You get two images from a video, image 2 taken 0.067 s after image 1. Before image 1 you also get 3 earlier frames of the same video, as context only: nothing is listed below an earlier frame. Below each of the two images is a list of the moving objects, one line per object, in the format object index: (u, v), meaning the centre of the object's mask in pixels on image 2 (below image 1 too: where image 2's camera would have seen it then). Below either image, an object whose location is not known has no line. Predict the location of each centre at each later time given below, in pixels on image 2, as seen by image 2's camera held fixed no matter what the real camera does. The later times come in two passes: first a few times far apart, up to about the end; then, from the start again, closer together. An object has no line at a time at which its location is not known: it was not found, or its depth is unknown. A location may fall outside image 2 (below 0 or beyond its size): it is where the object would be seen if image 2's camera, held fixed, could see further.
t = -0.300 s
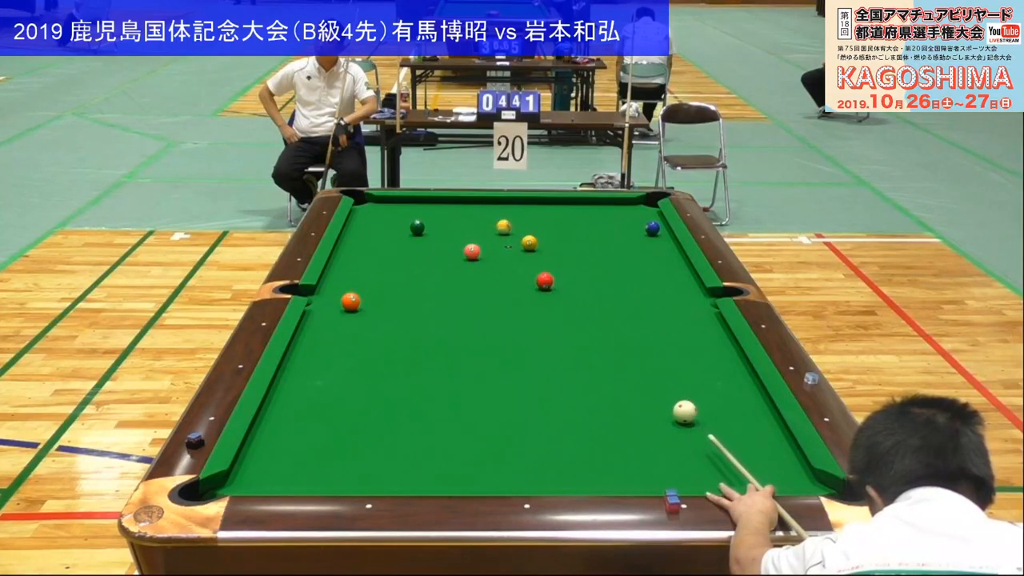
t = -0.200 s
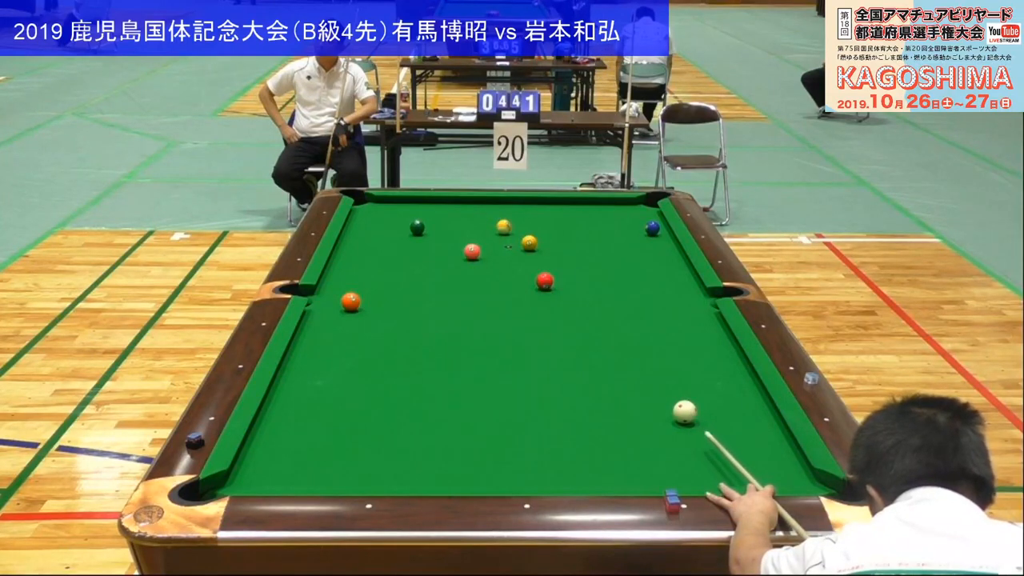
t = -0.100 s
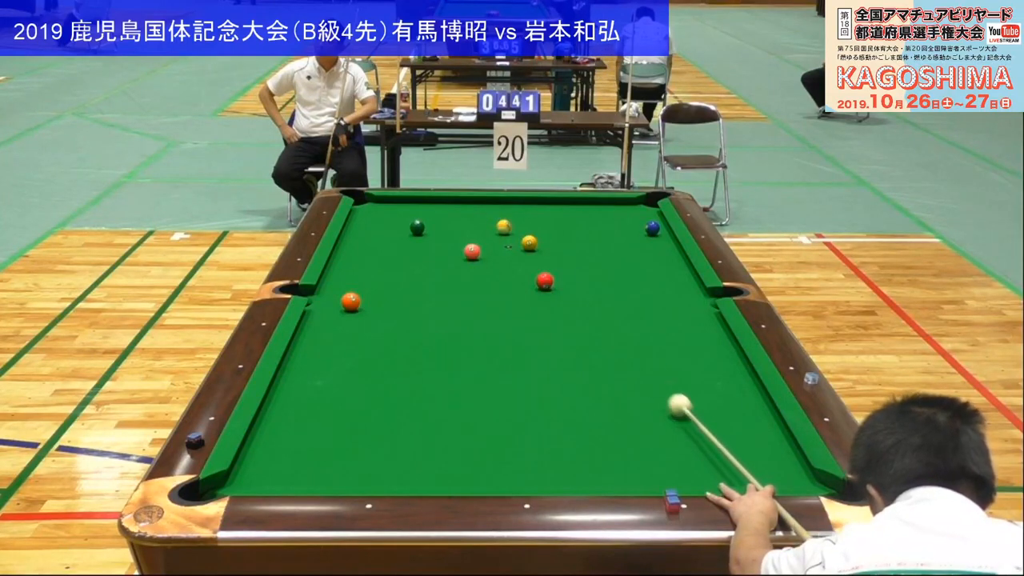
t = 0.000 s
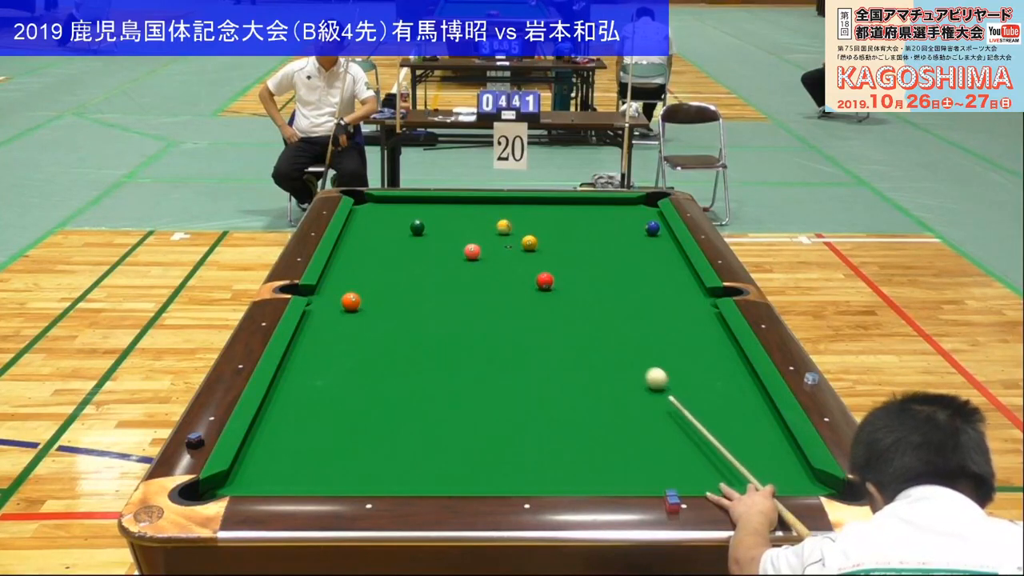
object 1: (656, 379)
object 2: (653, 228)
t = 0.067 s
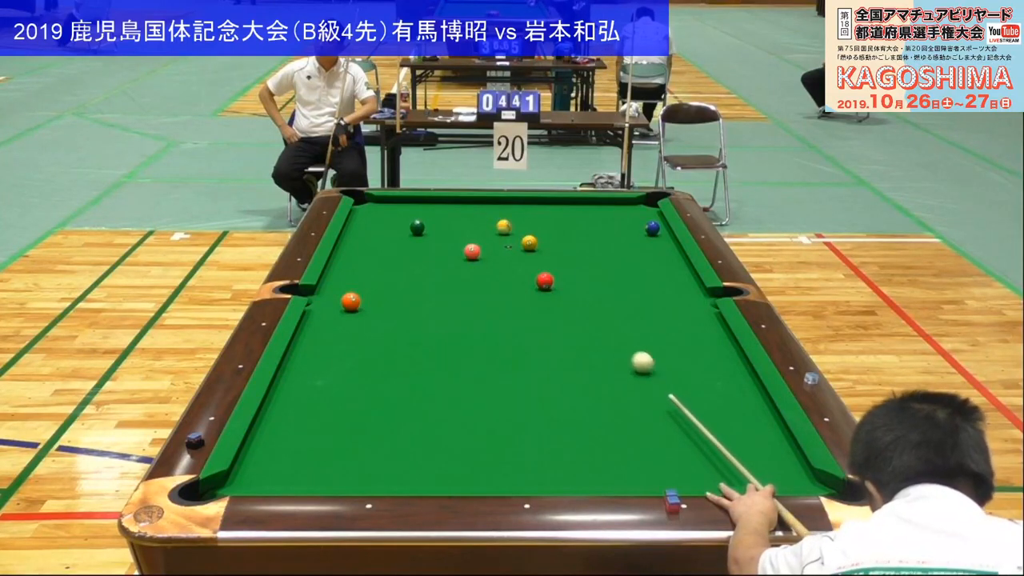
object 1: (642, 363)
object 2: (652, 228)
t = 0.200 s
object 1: (617, 334)
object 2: (652, 228)
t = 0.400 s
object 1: (585, 297)
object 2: (652, 228)
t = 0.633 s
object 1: (554, 261)
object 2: (652, 228)
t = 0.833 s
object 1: (553, 241)
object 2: (652, 228)
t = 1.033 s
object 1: (570, 228)
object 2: (652, 228)
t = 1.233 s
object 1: (585, 215)
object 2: (653, 228)
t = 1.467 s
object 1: (600, 202)
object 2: (653, 228)
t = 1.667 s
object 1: (611, 206)
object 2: (653, 228)
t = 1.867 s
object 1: (622, 211)
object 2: (653, 228)
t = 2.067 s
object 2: (653, 228)
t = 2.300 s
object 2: (653, 229)
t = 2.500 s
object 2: (656, 231)
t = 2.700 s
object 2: (660, 234)
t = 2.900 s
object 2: (665, 238)
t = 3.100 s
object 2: (669, 240)
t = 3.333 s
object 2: (672, 244)
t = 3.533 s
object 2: (672, 246)
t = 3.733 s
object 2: (673, 249)
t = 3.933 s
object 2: (673, 251)
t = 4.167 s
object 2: (673, 253)
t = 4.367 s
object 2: (674, 255)
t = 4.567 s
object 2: (675, 256)
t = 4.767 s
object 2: (676, 257)
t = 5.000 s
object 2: (677, 259)
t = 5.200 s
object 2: (678, 259)
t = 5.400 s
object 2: (679, 260)
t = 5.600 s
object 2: (679, 260)
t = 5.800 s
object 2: (679, 260)
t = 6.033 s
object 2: (679, 260)
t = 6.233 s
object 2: (679, 260)
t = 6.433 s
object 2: (679, 260)
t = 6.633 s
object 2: (679, 260)
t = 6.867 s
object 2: (679, 260)
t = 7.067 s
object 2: (679, 260)
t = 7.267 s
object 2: (679, 260)
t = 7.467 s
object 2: (679, 260)
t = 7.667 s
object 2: (679, 260)
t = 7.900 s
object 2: (679, 260)
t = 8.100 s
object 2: (679, 260)
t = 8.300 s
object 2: (679, 260)
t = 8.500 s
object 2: (679, 260)
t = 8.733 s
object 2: (679, 260)
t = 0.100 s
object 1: (635, 355)
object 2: (652, 228)
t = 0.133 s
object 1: (629, 348)
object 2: (652, 228)
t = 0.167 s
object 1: (623, 340)
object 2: (653, 228)
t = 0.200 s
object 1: (617, 334)
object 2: (652, 228)
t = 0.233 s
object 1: (611, 327)
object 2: (652, 228)
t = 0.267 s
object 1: (605, 320)
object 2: (652, 228)
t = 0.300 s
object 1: (600, 314)
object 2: (652, 228)
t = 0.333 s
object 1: (595, 308)
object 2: (653, 228)
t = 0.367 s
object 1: (590, 302)
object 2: (652, 228)
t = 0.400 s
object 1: (585, 297)
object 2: (652, 228)
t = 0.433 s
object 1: (580, 291)
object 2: (652, 228)
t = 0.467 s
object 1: (575, 286)
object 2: (652, 228)
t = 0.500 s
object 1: (571, 280)
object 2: (652, 228)
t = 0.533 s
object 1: (566, 275)
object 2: (652, 228)
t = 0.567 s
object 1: (562, 270)
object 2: (652, 228)
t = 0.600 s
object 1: (558, 265)
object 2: (652, 228)
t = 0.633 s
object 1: (554, 261)
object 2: (652, 228)
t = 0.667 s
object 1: (550, 257)
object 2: (652, 228)
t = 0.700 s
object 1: (546, 252)
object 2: (652, 228)
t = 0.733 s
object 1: (543, 248)
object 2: (652, 228)
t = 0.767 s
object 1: (544, 245)
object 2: (652, 228)
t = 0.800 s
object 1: (549, 243)
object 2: (652, 228)
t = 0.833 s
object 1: (553, 241)
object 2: (652, 228)
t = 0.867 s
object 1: (557, 239)
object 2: (652, 228)
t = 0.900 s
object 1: (560, 237)
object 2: (652, 228)
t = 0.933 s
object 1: (563, 234)
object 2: (652, 228)
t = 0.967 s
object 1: (565, 232)
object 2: (653, 228)
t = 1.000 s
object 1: (568, 230)
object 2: (653, 228)
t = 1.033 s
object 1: (570, 228)
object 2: (652, 228)
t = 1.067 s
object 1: (573, 225)
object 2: (652, 228)
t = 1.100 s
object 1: (575, 223)
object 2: (653, 228)
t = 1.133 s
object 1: (578, 221)
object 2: (653, 228)
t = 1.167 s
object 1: (580, 219)
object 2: (653, 228)
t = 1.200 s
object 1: (583, 217)
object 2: (653, 228)
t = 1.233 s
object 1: (585, 215)
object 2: (653, 228)
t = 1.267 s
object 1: (587, 213)
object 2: (653, 228)
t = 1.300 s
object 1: (589, 212)
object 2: (653, 228)
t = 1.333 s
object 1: (591, 210)
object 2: (653, 228)
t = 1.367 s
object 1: (594, 208)
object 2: (653, 228)
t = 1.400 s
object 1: (596, 206)
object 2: (653, 228)
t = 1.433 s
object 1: (598, 204)
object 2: (653, 228)
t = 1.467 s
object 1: (600, 202)
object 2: (653, 228)
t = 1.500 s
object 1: (602, 201)
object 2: (653, 228)
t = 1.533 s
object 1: (604, 201)
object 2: (653, 228)
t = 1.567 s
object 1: (606, 203)
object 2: (653, 228)
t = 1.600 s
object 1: (608, 204)
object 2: (653, 228)
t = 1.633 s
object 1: (609, 205)
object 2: (653, 228)
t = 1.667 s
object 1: (611, 206)
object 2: (653, 228)
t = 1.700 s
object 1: (613, 207)
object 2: (653, 228)
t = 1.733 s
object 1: (614, 208)
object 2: (653, 228)
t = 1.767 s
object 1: (616, 208)
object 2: (653, 228)
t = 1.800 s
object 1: (618, 209)
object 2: (653, 228)
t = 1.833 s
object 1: (620, 210)
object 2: (653, 228)
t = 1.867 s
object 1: (622, 211)
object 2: (653, 228)
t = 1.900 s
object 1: (623, 212)
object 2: (653, 228)
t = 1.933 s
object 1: (625, 213)
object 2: (653, 228)
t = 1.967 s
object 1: (627, 214)
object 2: (653, 228)
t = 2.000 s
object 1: (629, 214)
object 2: (653, 228)
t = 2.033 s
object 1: (630, 215)
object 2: (653, 228)
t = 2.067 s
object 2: (653, 228)
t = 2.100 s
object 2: (653, 228)
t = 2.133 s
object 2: (653, 228)
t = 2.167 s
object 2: (653, 228)
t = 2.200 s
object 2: (653, 228)
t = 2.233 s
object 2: (653, 228)
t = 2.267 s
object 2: (653, 228)
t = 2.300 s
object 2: (653, 229)
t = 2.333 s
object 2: (653, 228)
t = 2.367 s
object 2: (653, 228)
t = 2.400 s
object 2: (654, 229)
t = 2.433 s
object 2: (655, 230)
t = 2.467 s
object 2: (655, 230)
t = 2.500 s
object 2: (656, 231)
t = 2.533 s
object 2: (656, 231)
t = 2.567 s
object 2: (657, 232)
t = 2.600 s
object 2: (658, 233)
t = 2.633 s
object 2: (659, 233)
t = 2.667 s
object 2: (660, 234)
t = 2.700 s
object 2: (660, 234)
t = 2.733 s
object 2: (661, 235)
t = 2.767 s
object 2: (662, 235)
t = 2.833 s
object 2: (664, 237)
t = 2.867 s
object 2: (664, 237)
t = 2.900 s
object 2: (665, 238)
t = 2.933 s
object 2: (666, 238)
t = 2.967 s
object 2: (666, 239)
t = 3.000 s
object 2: (667, 239)
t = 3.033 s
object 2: (668, 239)
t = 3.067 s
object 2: (669, 240)
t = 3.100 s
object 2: (669, 240)
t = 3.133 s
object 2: (670, 241)
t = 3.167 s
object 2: (670, 241)
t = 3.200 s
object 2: (671, 242)
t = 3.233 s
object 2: (672, 242)
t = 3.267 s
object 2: (672, 243)
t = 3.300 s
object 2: (672, 243)
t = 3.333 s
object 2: (672, 244)
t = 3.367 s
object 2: (672, 244)
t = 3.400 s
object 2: (672, 244)
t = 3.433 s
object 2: (672, 245)
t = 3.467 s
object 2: (672, 246)
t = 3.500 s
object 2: (672, 246)
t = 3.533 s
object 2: (672, 246)
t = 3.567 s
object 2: (672, 247)
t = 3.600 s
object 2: (670, 247)
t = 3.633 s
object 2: (673, 248)
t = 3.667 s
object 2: (672, 248)
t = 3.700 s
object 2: (672, 248)
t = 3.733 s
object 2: (673, 249)
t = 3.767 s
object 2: (673, 249)
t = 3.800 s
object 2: (673, 249)
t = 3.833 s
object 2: (673, 250)
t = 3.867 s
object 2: (673, 250)
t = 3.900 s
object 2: (673, 250)
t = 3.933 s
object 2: (673, 251)
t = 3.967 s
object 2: (673, 251)
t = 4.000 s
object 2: (673, 251)
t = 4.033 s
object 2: (673, 252)
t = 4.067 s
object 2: (673, 252)
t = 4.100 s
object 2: (673, 252)
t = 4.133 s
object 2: (673, 253)
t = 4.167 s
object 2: (673, 253)
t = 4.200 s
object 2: (674, 253)
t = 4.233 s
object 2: (674, 253)
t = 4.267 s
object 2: (674, 254)
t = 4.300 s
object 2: (674, 254)
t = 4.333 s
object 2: (674, 254)
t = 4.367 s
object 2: (674, 255)
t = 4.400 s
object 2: (674, 255)
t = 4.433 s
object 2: (674, 255)
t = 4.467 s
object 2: (675, 255)
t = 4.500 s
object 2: (675, 256)
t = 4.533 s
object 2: (675, 256)
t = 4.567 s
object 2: (675, 256)
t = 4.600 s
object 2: (675, 256)
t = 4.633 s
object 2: (675, 257)
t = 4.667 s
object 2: (675, 257)
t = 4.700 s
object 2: (675, 257)
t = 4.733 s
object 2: (676, 257)
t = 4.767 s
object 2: (676, 257)
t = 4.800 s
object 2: (676, 257)
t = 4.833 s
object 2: (676, 258)
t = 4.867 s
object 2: (676, 258)
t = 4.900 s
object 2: (676, 258)
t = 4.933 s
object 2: (677, 258)
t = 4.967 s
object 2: (677, 258)
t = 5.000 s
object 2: (677, 259)
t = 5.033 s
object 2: (677, 259)
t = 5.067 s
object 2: (677, 259)
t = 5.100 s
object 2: (677, 259)
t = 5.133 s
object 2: (678, 259)
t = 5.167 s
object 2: (678, 259)
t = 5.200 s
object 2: (678, 259)
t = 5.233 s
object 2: (678, 259)
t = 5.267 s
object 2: (679, 259)
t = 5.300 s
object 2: (679, 259)
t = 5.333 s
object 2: (679, 260)
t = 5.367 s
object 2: (679, 260)
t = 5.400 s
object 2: (679, 260)
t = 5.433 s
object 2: (679, 260)
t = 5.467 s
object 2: (679, 260)
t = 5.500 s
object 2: (679, 260)
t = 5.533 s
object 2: (679, 260)
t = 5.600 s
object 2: (679, 260)
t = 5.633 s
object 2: (679, 260)
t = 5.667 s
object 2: (679, 260)
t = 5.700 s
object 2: (679, 260)
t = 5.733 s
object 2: (679, 260)
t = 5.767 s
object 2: (679, 260)
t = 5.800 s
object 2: (679, 260)
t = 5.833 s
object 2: (679, 260)
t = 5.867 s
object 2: (679, 260)
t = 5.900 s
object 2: (679, 260)
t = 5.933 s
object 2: (679, 260)
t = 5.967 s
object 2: (679, 260)
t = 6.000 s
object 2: (679, 260)
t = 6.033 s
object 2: (679, 260)
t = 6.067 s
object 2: (679, 260)
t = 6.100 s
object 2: (679, 260)
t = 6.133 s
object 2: (679, 260)
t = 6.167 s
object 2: (679, 260)
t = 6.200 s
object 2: (679, 260)
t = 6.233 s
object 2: (679, 260)
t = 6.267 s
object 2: (679, 260)
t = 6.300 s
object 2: (679, 260)
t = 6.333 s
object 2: (679, 260)
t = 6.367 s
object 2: (679, 260)
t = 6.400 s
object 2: (679, 260)
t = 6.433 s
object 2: (679, 260)
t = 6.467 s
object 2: (679, 260)
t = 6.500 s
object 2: (679, 260)
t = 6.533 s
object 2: (679, 260)
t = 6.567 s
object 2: (679, 260)
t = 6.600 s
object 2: (679, 260)
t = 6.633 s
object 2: (679, 260)
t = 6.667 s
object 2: (679, 260)
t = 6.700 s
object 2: (679, 260)
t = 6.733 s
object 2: (679, 260)
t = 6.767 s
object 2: (679, 260)
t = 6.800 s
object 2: (679, 260)
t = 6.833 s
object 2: (679, 260)
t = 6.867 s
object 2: (679, 260)
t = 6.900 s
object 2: (679, 260)
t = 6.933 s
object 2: (679, 260)
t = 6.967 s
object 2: (679, 260)
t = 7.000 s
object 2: (679, 260)
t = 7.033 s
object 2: (679, 260)
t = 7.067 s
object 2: (679, 260)
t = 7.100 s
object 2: (679, 260)
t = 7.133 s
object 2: (679, 260)
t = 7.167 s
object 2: (679, 260)
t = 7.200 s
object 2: (679, 260)
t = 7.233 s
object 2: (679, 260)
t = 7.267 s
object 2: (679, 260)
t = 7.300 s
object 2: (679, 260)
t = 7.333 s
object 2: (679, 260)
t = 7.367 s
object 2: (679, 260)
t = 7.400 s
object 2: (679, 260)
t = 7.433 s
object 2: (679, 260)
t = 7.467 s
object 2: (679, 260)
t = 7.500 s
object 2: (679, 260)
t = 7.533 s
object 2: (679, 260)
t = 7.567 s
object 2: (679, 260)
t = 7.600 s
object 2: (679, 260)
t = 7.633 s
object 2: (679, 260)
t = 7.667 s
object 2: (679, 260)
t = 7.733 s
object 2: (679, 260)
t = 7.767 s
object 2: (679, 260)
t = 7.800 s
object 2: (679, 260)
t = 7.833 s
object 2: (679, 260)
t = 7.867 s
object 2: (679, 260)
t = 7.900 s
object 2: (679, 260)
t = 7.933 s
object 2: (679, 260)
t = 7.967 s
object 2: (679, 260)
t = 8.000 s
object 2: (679, 260)
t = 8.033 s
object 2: (679, 260)
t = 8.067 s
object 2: (679, 260)
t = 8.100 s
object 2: (679, 260)
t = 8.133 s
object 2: (679, 260)
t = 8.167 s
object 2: (679, 260)
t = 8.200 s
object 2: (679, 260)
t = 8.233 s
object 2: (679, 260)
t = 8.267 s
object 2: (679, 260)
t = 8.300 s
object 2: (679, 260)
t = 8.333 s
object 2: (679, 260)
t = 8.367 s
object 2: (679, 260)
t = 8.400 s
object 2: (679, 260)
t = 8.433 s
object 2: (679, 260)
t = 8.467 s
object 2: (679, 260)
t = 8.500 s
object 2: (679, 260)
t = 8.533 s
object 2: (679, 260)
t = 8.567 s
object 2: (679, 260)
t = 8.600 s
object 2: (679, 260)
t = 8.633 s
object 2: (679, 260)
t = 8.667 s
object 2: (679, 260)
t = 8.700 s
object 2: (679, 260)
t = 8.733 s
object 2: (679, 260)
